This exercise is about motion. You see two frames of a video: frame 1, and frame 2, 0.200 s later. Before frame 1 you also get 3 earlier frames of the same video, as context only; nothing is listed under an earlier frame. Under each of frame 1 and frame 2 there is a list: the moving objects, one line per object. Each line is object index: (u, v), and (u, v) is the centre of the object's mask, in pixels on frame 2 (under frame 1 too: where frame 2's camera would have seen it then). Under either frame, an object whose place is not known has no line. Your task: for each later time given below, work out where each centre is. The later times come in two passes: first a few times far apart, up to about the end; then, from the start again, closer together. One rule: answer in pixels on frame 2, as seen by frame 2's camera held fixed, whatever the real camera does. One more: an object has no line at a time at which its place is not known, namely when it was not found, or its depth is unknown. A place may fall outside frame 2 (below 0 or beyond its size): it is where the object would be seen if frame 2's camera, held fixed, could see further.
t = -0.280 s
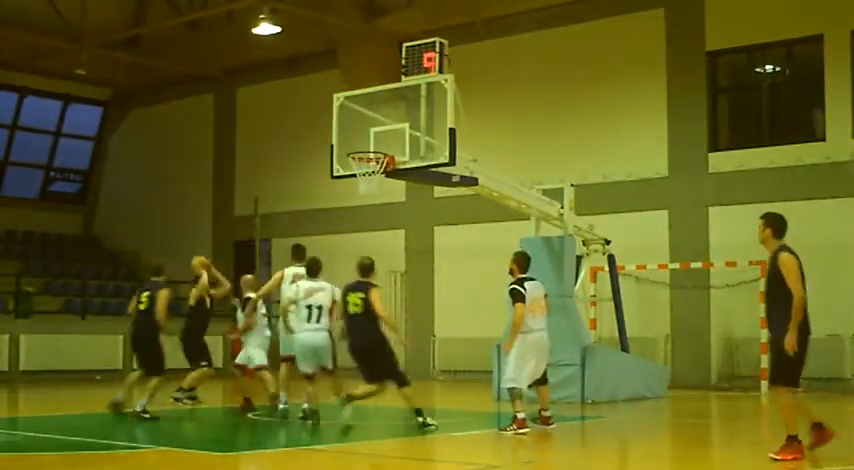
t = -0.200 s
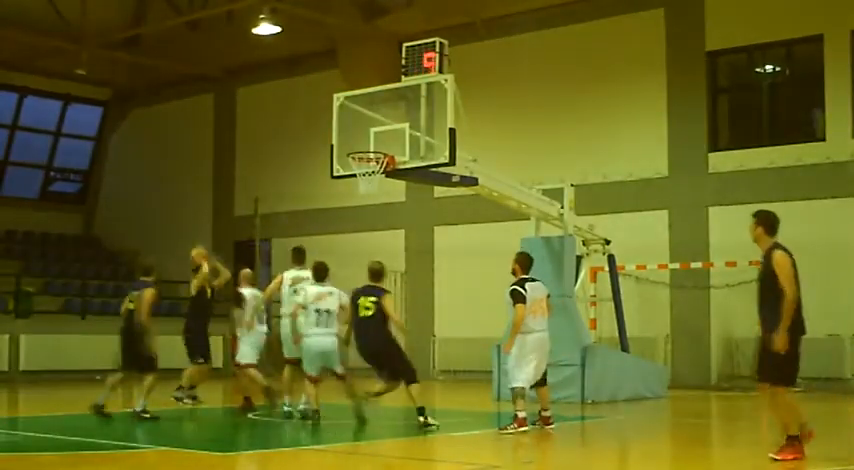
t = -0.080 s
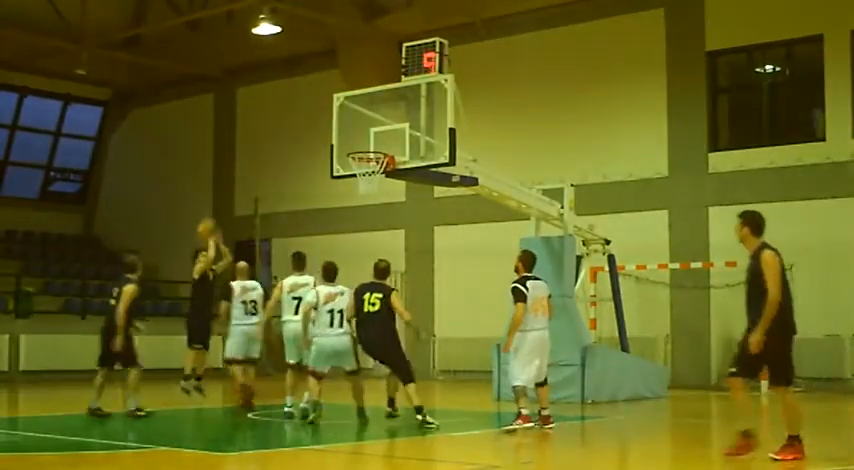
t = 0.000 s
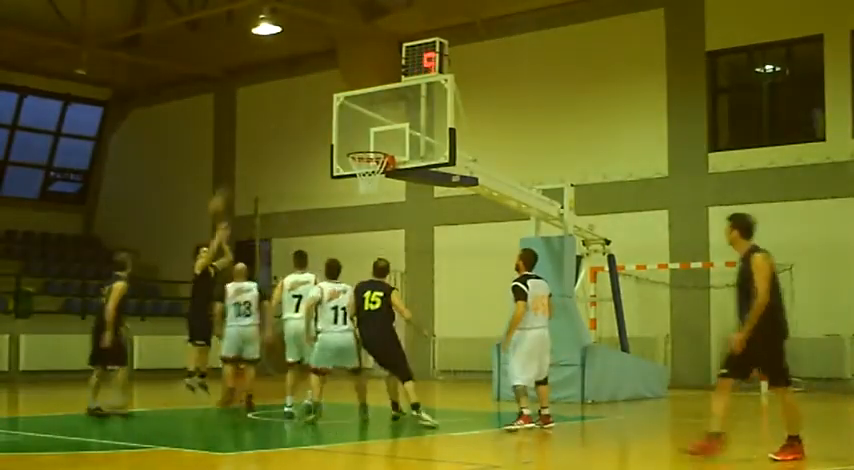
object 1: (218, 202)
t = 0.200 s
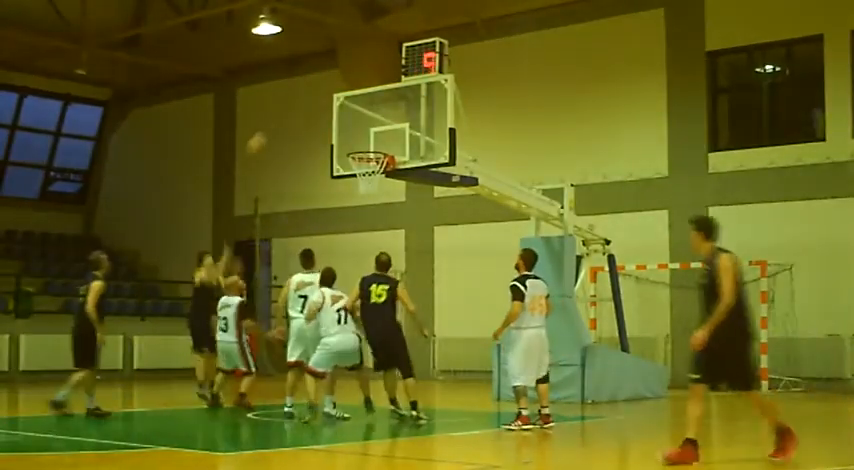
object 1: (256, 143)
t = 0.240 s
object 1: (264, 134)
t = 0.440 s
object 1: (299, 109)
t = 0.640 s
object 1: (342, 118)
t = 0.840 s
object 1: (368, 146)
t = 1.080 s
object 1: (369, 127)
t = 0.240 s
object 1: (264, 134)
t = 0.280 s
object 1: (271, 126)
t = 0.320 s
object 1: (278, 120)
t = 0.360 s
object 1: (285, 115)
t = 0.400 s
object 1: (292, 112)
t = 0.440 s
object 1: (299, 109)
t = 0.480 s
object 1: (308, 108)
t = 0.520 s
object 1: (314, 107)
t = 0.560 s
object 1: (322, 108)
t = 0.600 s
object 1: (331, 113)
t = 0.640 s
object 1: (342, 118)
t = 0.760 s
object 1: (360, 126)
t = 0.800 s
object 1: (372, 146)
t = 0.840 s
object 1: (368, 146)
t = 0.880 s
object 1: (358, 146)
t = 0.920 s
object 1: (357, 144)
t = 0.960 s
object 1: (360, 139)
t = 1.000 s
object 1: (362, 133)
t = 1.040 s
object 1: (366, 129)
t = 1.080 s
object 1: (369, 127)
